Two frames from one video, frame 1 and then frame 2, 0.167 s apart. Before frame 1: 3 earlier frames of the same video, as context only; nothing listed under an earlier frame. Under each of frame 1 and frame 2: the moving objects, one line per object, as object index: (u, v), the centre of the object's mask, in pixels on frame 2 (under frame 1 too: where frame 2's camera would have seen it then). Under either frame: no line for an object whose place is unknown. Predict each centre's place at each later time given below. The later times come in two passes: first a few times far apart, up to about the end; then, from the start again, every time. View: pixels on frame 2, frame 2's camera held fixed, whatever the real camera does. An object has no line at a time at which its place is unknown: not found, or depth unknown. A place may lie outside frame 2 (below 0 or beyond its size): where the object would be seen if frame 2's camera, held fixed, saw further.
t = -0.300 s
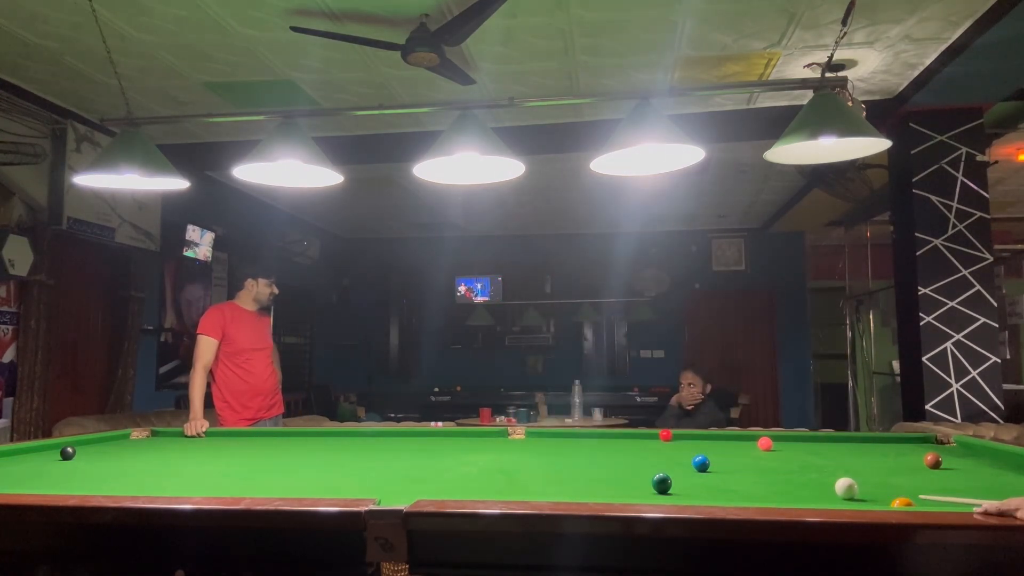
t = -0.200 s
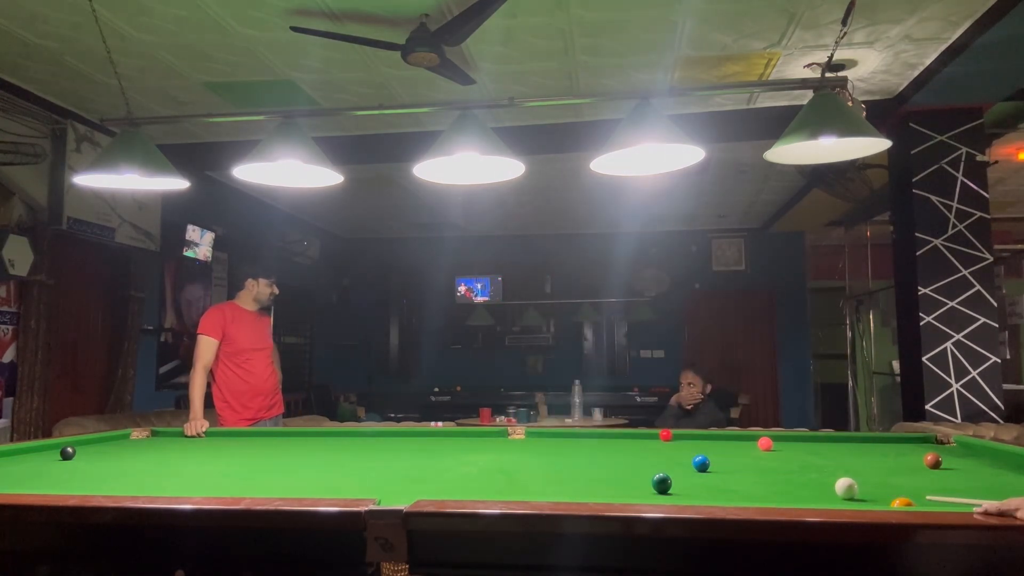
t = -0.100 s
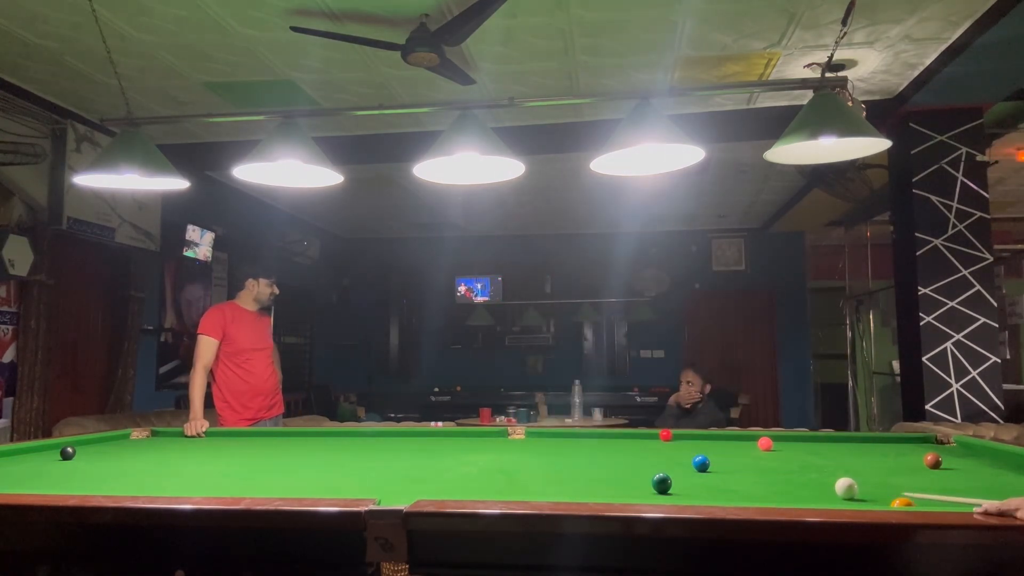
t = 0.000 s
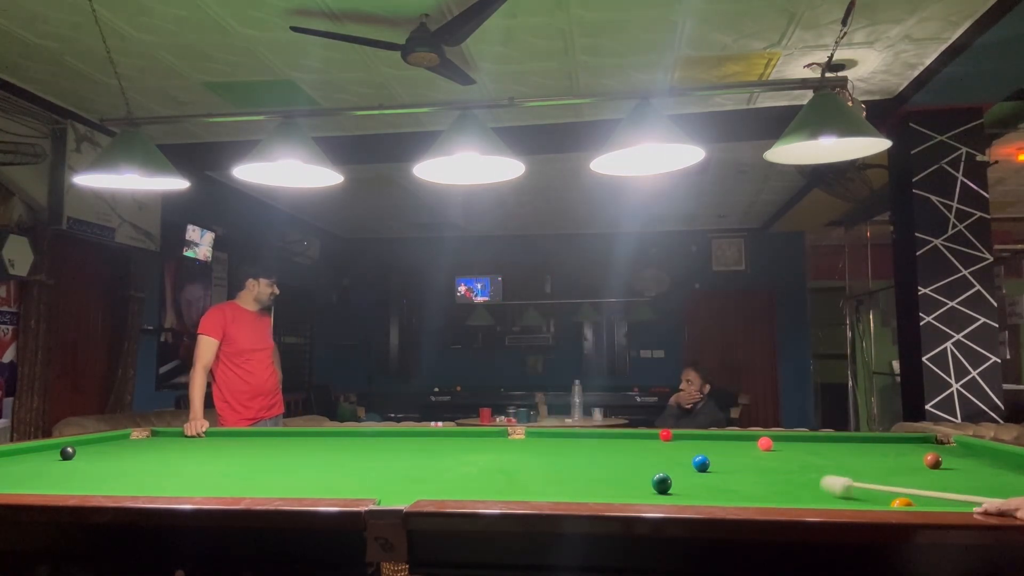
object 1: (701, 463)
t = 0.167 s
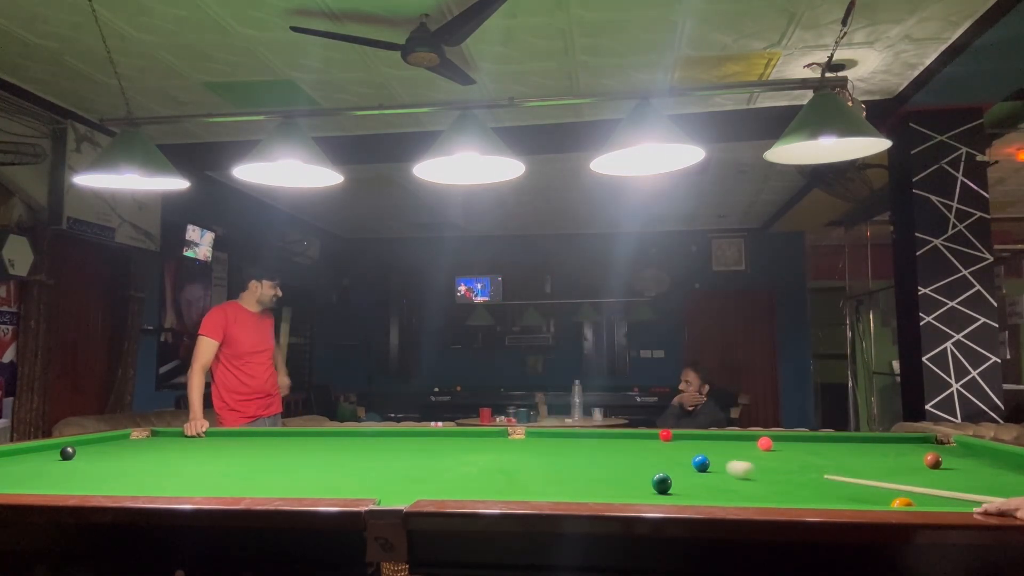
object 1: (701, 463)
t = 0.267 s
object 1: (684, 460)
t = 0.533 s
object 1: (614, 448)
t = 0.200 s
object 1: (701, 463)
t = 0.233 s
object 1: (697, 462)
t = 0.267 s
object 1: (684, 460)
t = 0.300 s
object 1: (673, 458)
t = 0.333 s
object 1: (662, 456)
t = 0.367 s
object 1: (652, 454)
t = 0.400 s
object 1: (643, 453)
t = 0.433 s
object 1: (635, 451)
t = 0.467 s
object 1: (627, 450)
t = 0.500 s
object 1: (620, 449)
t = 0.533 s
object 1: (614, 448)
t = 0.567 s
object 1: (607, 447)
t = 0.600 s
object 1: (601, 446)
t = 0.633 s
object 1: (595, 445)
